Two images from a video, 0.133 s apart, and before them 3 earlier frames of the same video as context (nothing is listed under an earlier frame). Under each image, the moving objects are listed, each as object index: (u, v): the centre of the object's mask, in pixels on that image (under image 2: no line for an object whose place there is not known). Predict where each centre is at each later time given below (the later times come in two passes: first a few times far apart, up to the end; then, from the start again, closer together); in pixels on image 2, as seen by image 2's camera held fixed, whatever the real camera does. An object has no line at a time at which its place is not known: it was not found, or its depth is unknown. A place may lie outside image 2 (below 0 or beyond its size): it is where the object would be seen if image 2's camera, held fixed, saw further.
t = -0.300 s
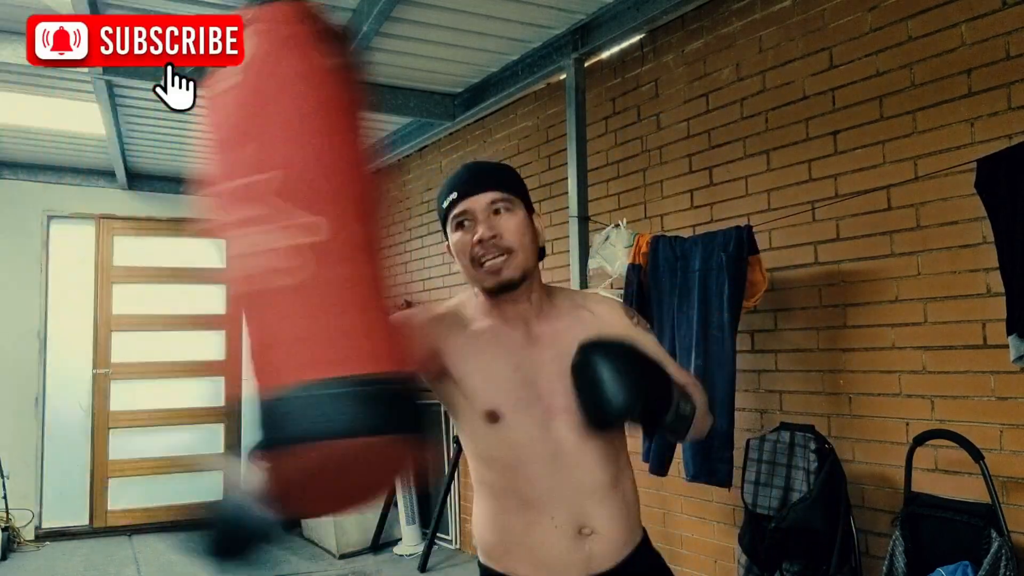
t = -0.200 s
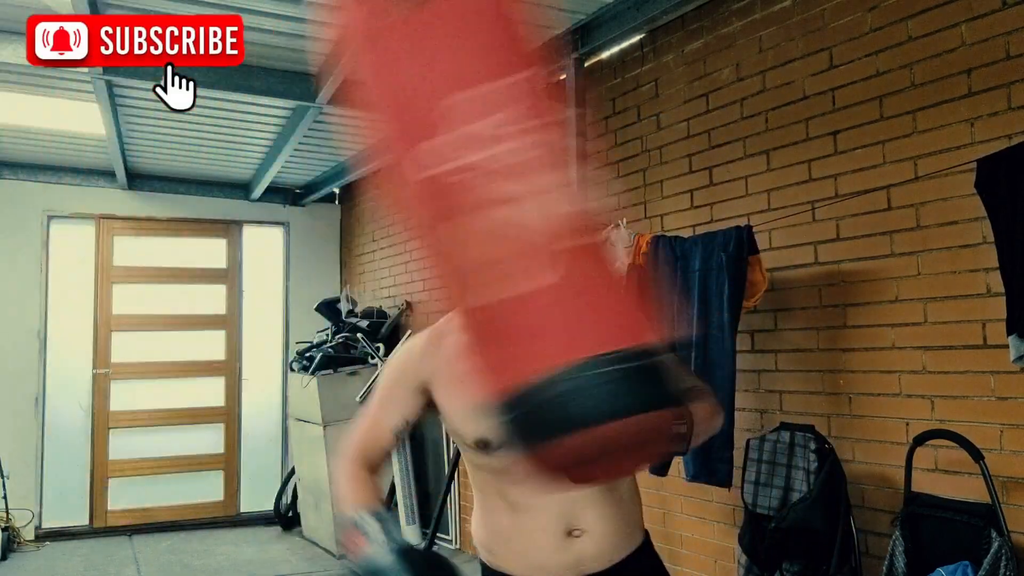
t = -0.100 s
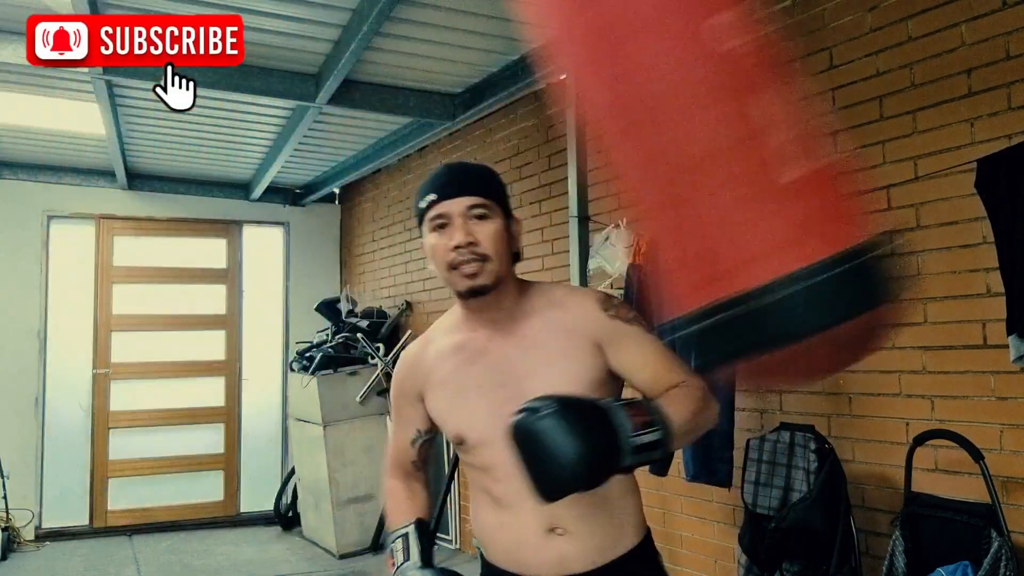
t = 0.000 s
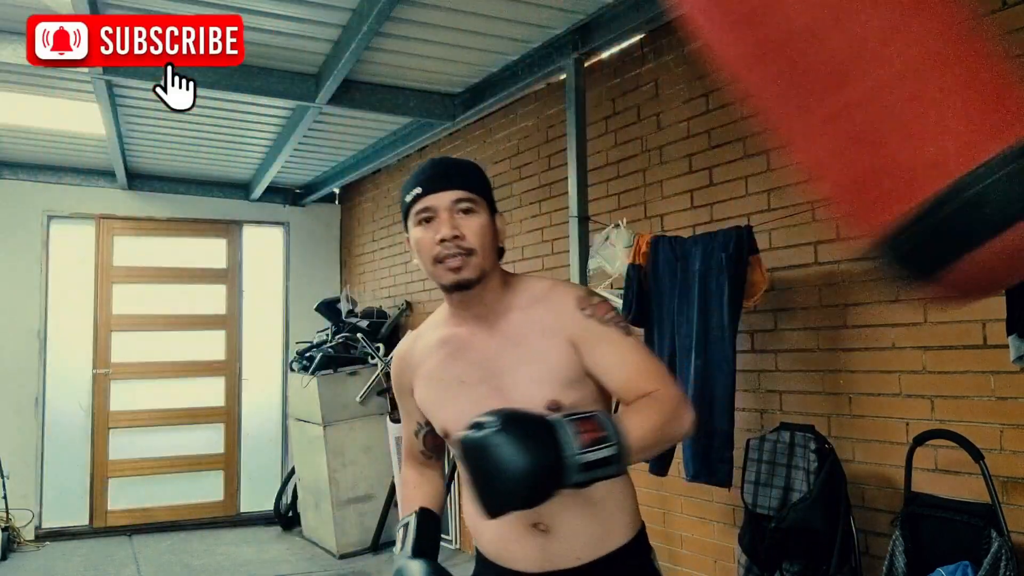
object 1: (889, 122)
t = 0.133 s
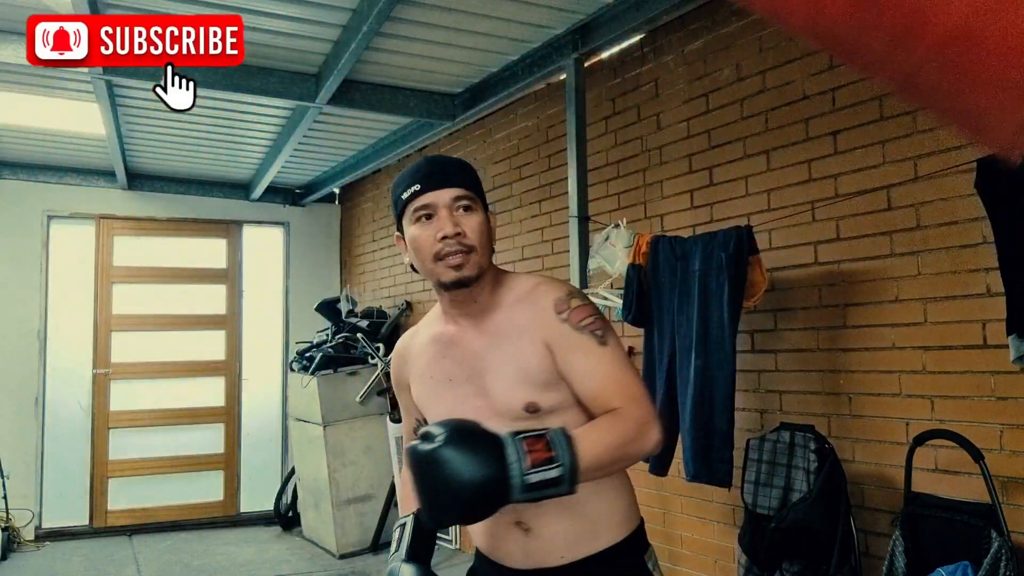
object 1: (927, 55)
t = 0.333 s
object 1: (907, 66)
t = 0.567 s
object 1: (700, 190)
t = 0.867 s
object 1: (284, 259)
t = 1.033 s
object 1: (69, 228)
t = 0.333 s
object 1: (907, 66)
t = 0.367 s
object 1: (900, 80)
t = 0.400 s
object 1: (893, 103)
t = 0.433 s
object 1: (875, 124)
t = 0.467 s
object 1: (841, 142)
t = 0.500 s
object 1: (798, 159)
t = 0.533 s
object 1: (746, 173)
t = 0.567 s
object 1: (700, 190)
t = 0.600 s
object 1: (653, 195)
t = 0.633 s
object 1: (605, 201)
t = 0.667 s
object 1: (560, 216)
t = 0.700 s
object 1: (512, 236)
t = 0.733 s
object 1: (464, 249)
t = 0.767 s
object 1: (416, 262)
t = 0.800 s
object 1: (372, 266)
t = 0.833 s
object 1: (329, 259)
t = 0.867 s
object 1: (284, 259)
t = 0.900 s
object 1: (238, 260)
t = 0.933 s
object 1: (192, 270)
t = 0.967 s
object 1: (143, 260)
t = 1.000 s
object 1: (98, 252)
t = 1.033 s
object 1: (69, 228)
